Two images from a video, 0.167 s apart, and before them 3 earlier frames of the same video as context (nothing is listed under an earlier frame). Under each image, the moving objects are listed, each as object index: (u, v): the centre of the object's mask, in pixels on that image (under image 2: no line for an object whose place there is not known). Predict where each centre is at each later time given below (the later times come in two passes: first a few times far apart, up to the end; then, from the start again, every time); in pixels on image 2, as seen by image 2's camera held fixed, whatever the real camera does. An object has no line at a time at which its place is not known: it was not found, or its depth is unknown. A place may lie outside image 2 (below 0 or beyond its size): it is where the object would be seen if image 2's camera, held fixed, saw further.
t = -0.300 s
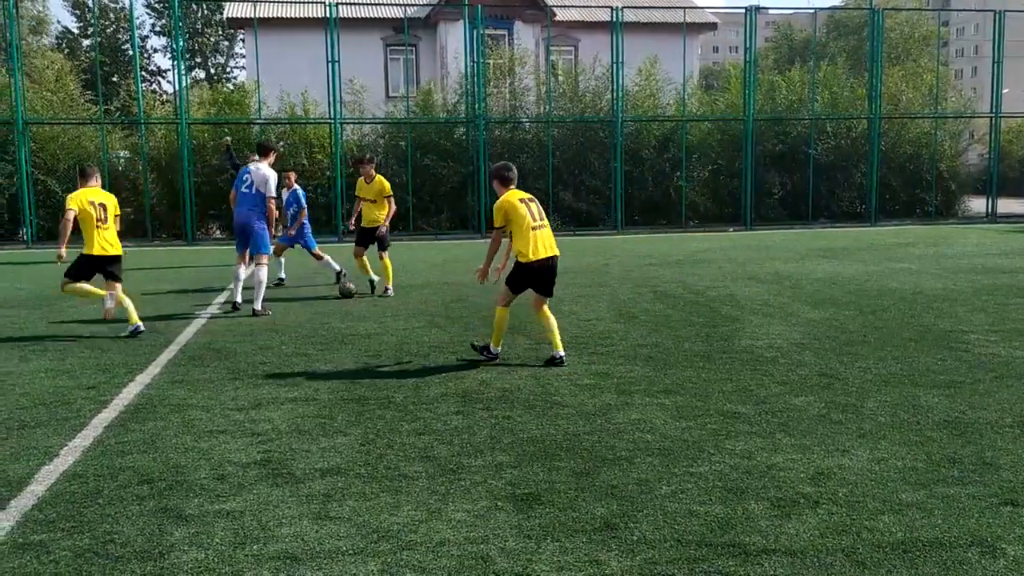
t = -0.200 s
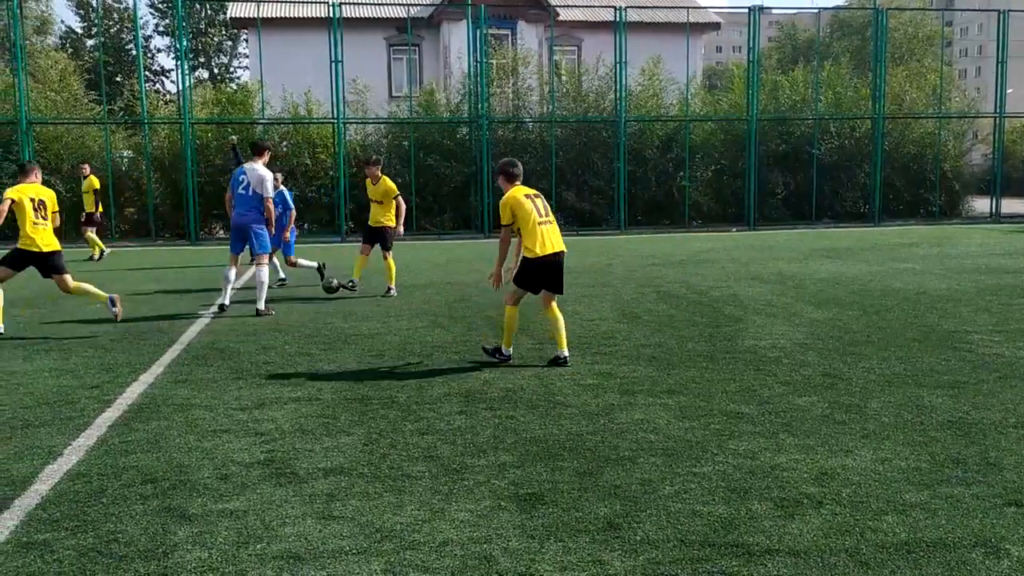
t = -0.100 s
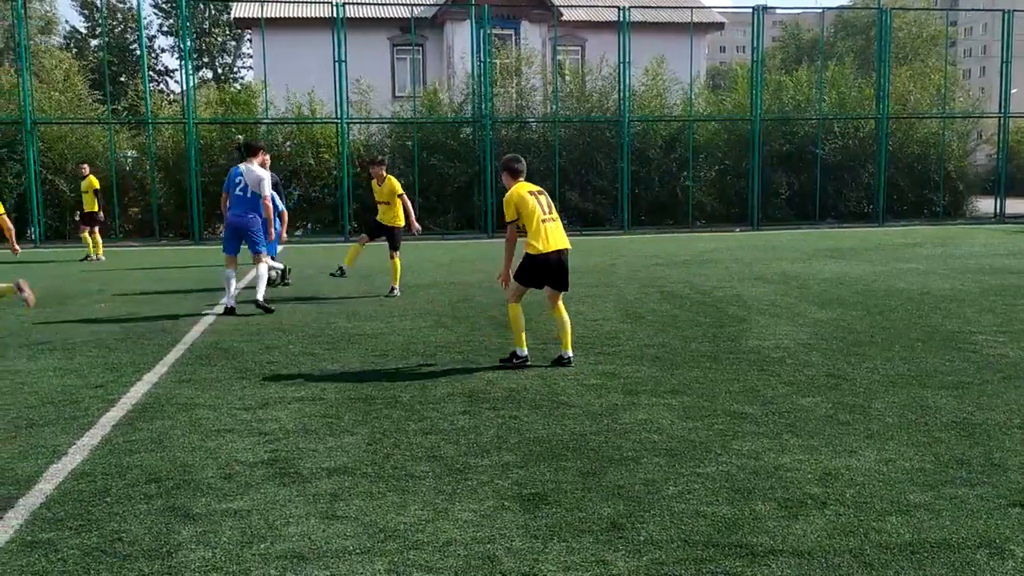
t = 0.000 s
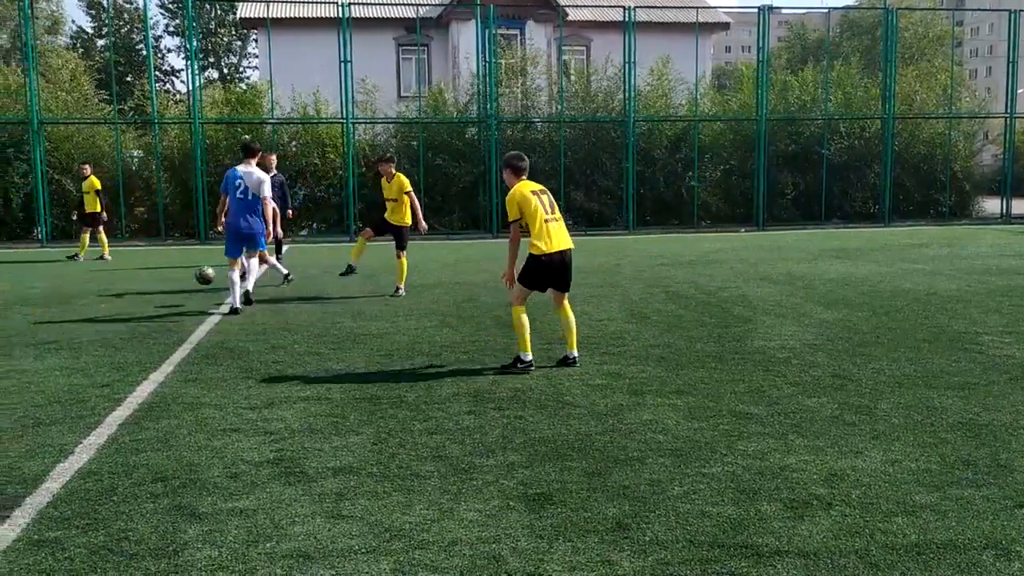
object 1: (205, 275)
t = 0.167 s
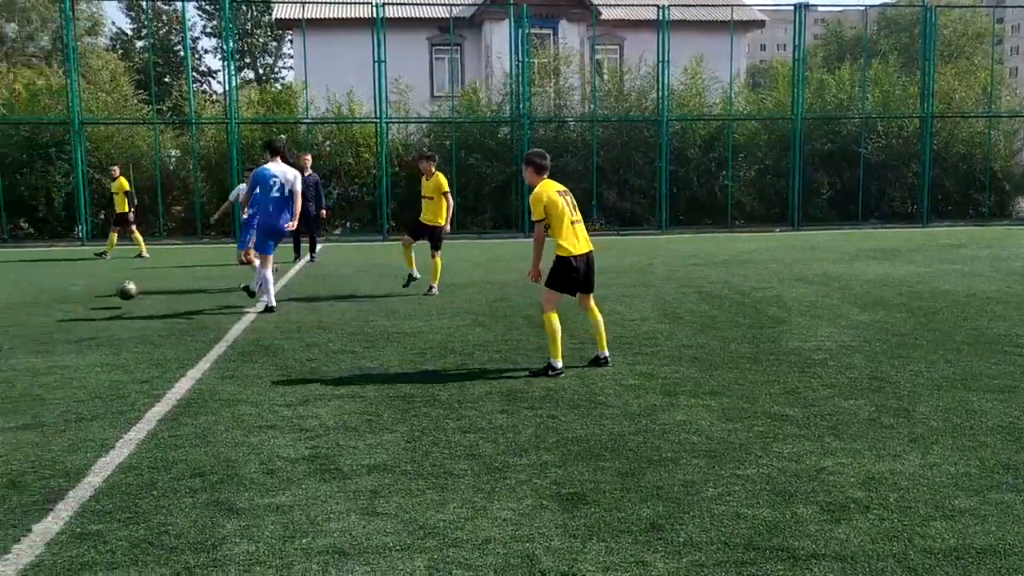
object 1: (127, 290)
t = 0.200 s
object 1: (104, 296)
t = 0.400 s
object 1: (5, 287)
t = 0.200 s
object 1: (104, 296)
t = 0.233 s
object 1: (84, 299)
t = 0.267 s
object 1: (68, 294)
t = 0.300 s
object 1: (52, 291)
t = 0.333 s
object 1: (36, 288)
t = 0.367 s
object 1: (21, 288)
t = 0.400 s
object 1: (5, 287)
